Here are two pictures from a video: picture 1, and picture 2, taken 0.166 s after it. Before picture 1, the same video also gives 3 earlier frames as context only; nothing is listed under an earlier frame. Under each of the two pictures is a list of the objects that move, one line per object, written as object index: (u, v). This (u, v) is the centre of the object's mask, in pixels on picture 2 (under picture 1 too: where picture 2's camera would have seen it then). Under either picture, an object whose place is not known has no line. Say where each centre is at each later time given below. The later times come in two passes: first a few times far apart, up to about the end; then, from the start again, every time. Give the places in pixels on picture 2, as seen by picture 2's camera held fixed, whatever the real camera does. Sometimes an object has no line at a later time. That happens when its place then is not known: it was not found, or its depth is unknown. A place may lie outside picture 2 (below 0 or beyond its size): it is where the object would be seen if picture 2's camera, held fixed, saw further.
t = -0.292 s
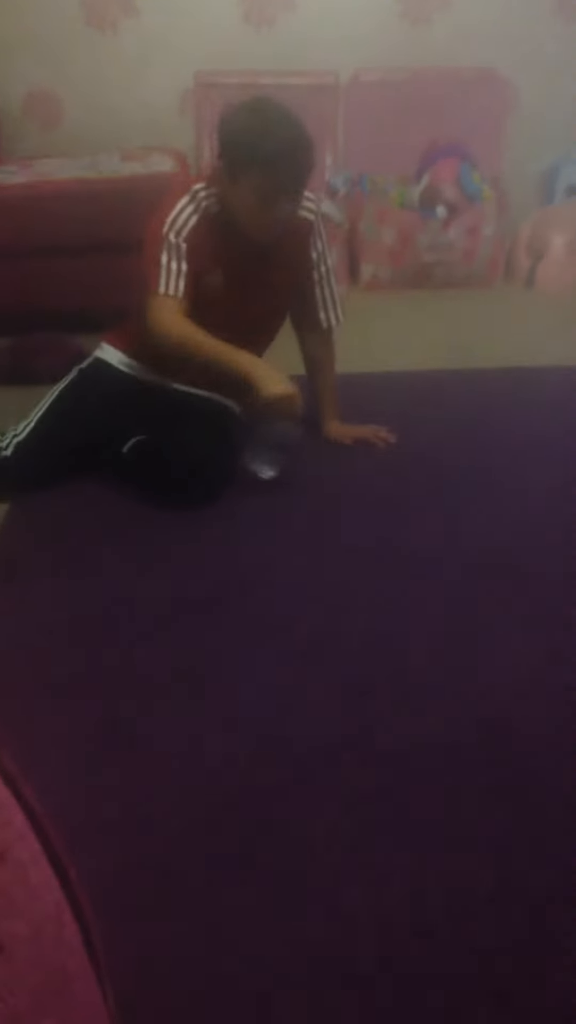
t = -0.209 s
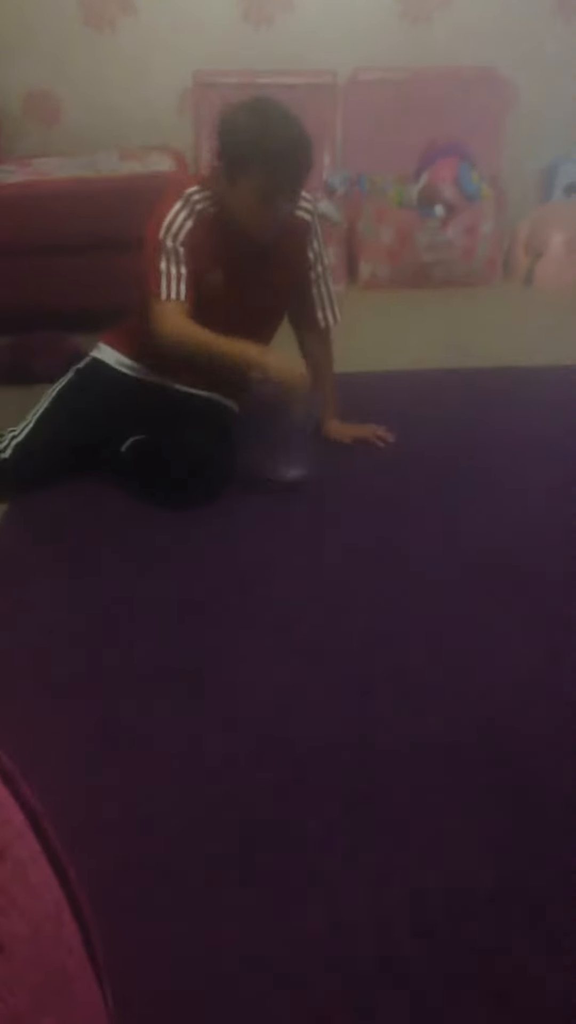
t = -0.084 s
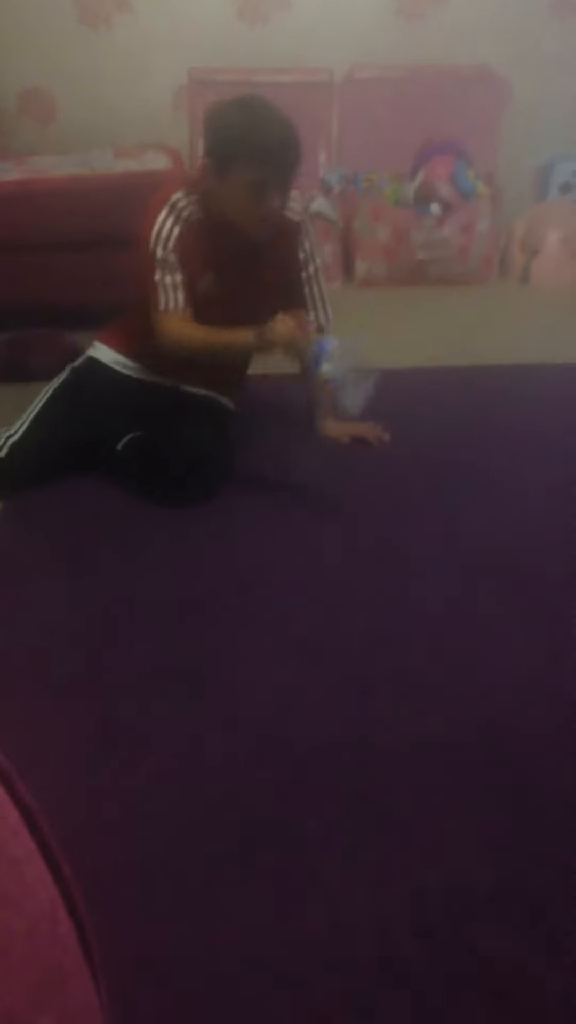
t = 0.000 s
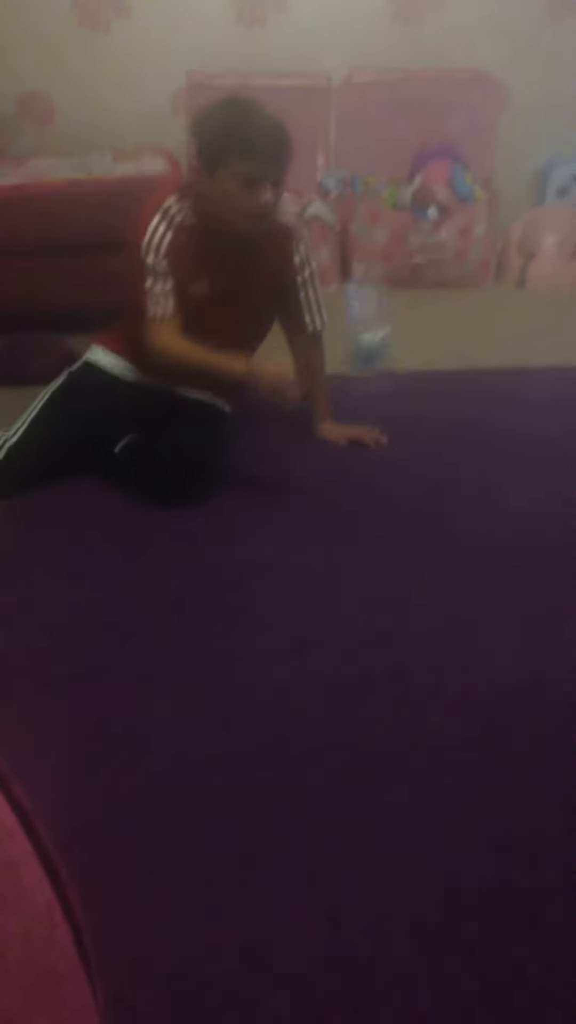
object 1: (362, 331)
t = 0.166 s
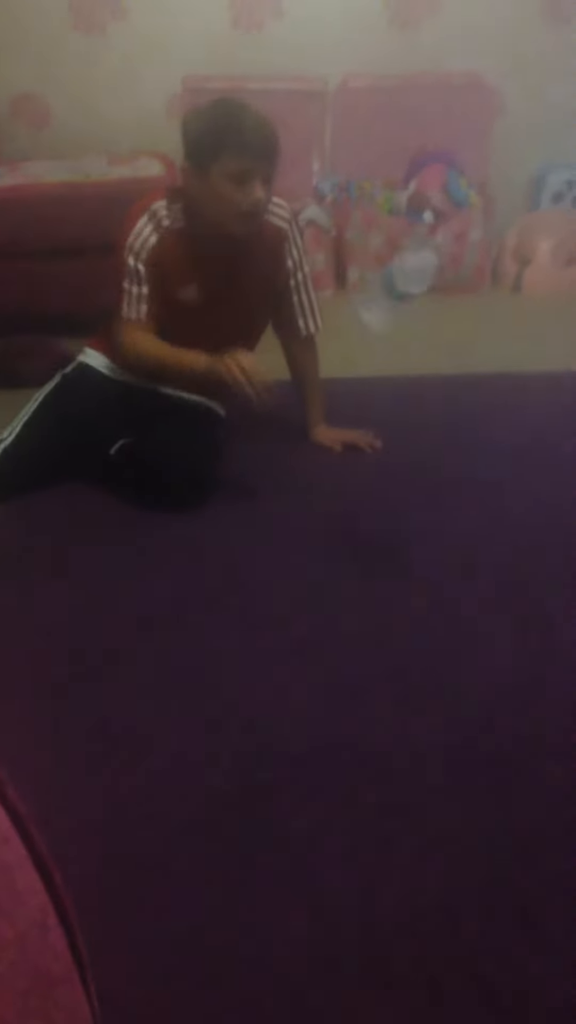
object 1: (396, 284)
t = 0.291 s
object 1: (410, 371)
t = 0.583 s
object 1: (392, 524)
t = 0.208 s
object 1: (405, 295)
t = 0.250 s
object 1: (409, 327)
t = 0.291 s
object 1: (410, 371)
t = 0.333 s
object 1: (417, 436)
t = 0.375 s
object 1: (421, 466)
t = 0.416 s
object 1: (421, 518)
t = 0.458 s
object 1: (416, 516)
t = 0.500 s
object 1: (412, 517)
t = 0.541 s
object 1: (404, 520)
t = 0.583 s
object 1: (392, 524)
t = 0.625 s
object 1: (390, 536)
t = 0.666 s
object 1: (388, 537)
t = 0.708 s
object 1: (388, 537)
